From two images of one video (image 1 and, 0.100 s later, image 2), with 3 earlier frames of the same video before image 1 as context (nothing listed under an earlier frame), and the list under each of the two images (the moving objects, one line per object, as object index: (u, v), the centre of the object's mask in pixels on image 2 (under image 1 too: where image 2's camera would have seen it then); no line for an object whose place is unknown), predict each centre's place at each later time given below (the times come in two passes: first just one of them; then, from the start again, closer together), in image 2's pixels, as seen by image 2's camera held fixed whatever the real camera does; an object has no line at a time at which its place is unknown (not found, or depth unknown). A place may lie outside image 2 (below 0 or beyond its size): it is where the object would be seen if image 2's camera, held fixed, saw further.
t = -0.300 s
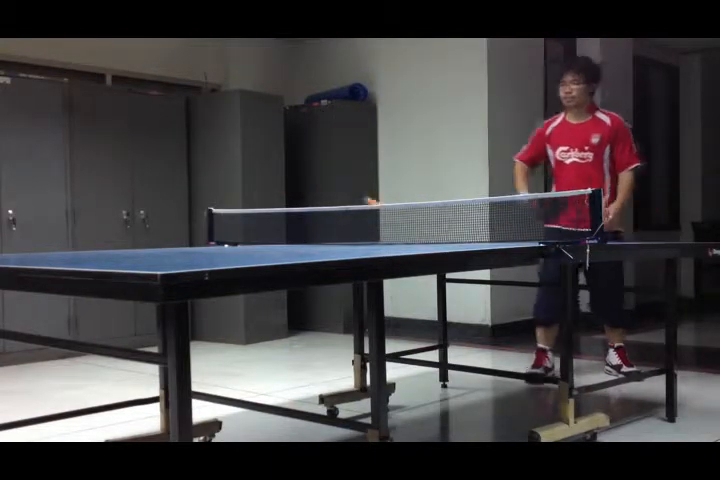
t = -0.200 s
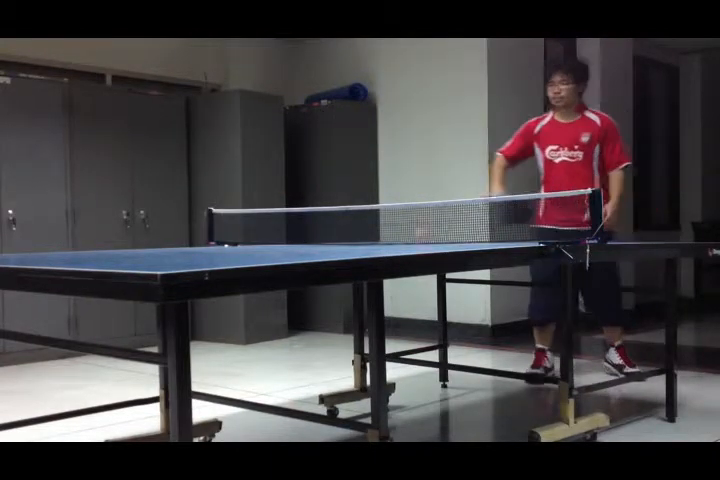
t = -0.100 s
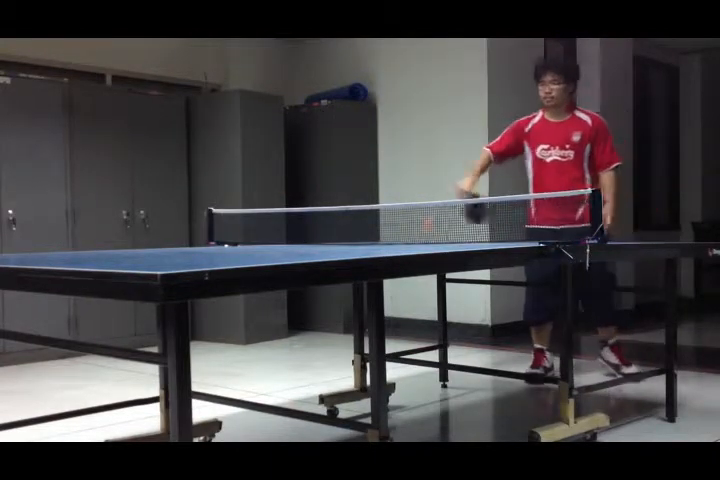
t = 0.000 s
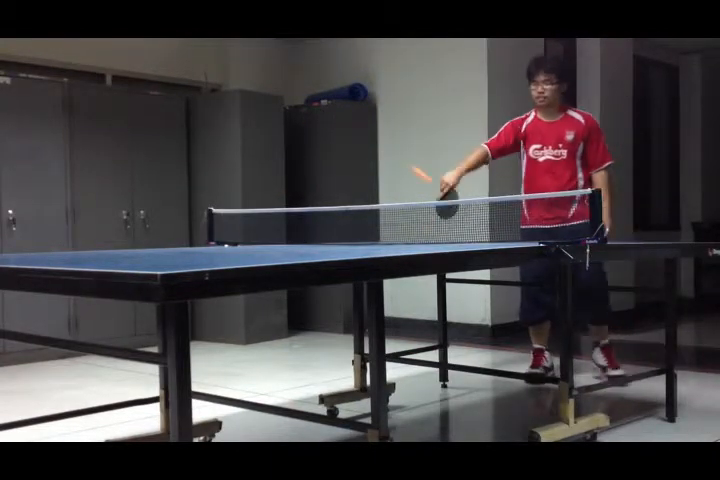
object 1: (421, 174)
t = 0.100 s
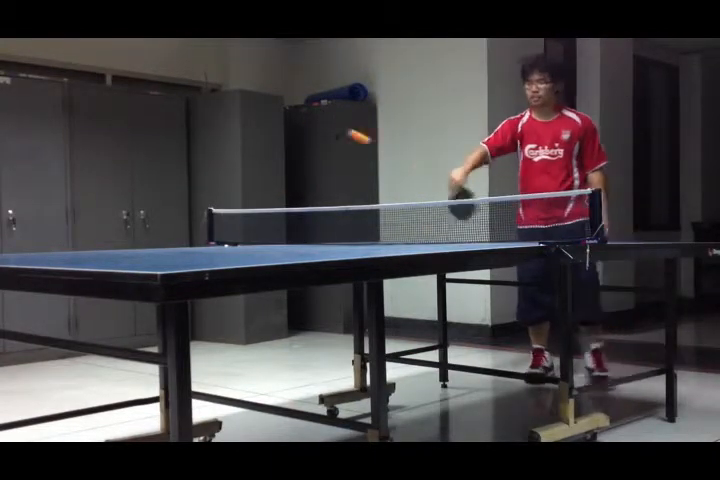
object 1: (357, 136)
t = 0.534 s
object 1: (29, 181)
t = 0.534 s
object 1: (29, 181)
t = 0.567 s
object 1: (7, 198)
